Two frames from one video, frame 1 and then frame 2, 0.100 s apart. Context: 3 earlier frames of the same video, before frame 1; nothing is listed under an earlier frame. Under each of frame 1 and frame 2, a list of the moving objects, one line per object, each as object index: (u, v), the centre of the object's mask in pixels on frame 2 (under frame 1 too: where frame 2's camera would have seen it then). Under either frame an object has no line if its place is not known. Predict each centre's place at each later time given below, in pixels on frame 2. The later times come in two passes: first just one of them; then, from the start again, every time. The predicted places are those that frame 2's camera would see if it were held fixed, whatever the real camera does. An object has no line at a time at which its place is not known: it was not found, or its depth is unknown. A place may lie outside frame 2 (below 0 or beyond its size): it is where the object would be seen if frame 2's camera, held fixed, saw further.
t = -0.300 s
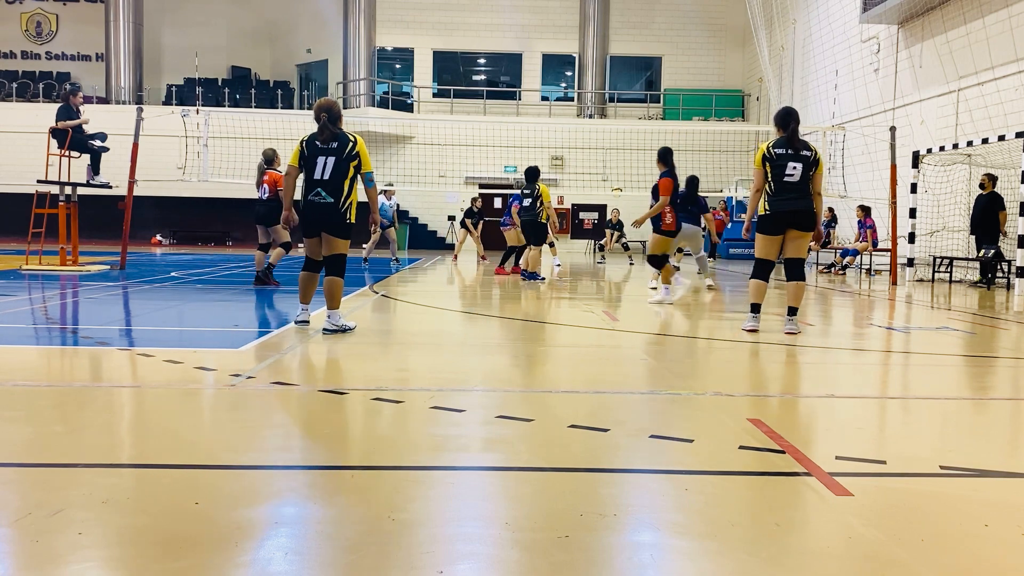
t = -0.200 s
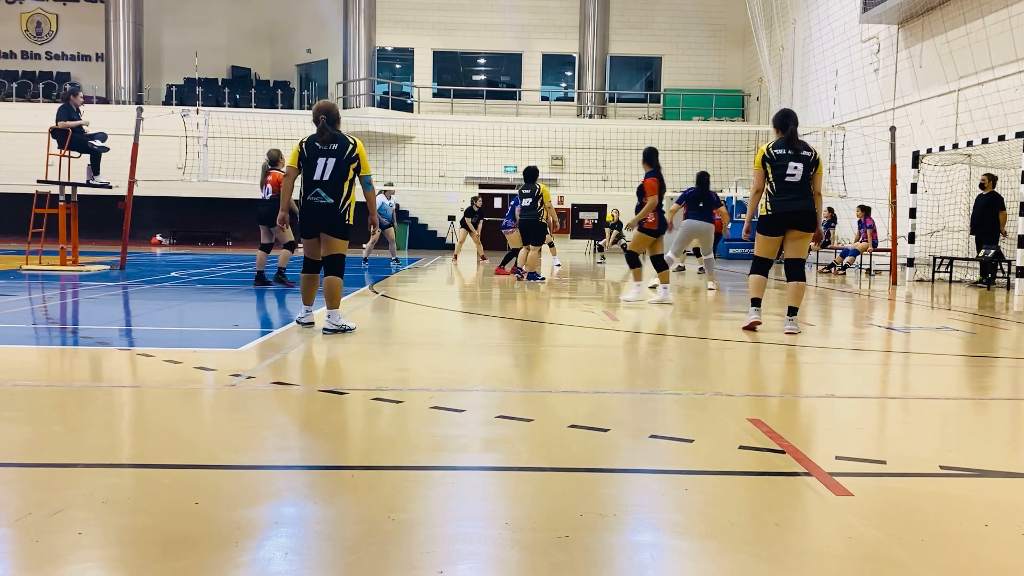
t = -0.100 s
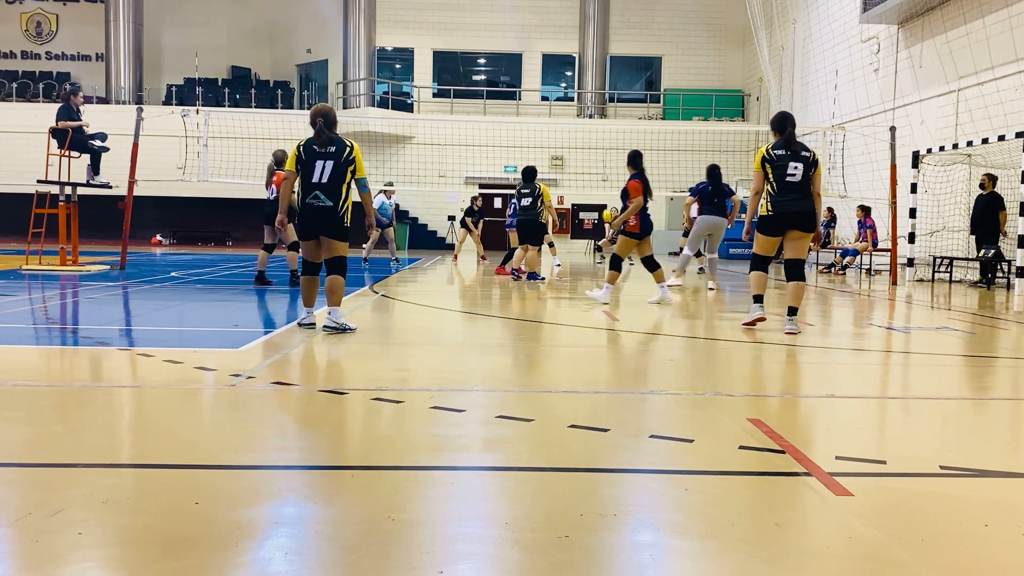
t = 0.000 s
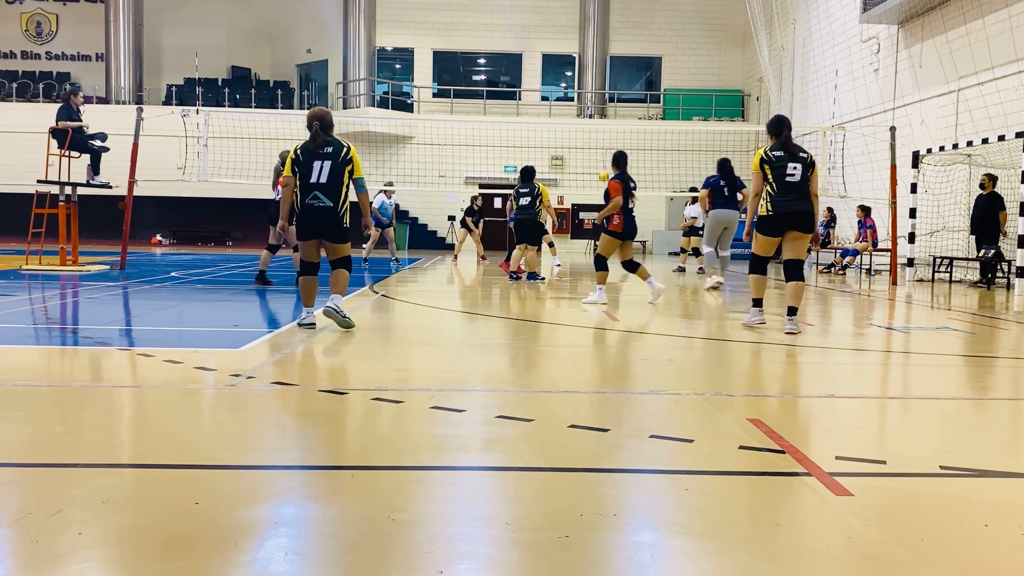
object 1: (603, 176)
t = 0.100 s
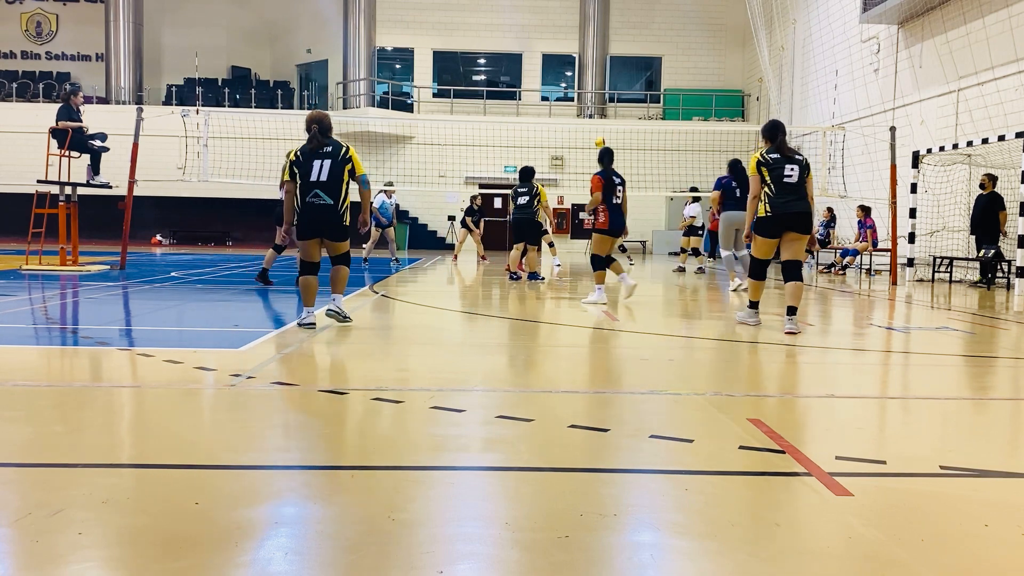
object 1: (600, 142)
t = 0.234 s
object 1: (595, 103)
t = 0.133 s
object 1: (599, 133)
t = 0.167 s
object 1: (597, 119)
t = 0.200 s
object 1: (596, 113)
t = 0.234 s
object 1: (595, 103)
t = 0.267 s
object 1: (593, 94)
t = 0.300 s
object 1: (592, 87)
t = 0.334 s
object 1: (590, 79)
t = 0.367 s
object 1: (589, 72)
